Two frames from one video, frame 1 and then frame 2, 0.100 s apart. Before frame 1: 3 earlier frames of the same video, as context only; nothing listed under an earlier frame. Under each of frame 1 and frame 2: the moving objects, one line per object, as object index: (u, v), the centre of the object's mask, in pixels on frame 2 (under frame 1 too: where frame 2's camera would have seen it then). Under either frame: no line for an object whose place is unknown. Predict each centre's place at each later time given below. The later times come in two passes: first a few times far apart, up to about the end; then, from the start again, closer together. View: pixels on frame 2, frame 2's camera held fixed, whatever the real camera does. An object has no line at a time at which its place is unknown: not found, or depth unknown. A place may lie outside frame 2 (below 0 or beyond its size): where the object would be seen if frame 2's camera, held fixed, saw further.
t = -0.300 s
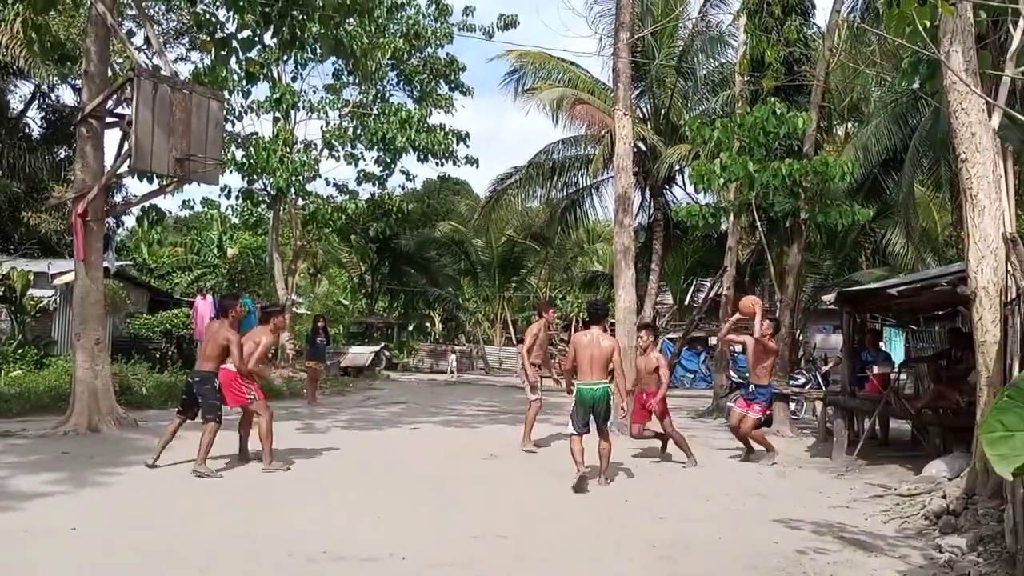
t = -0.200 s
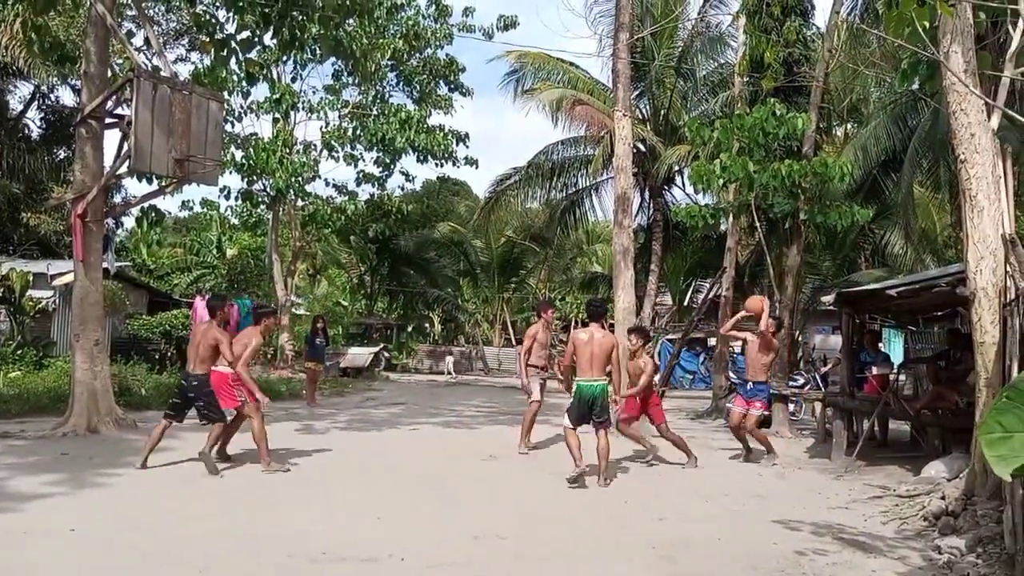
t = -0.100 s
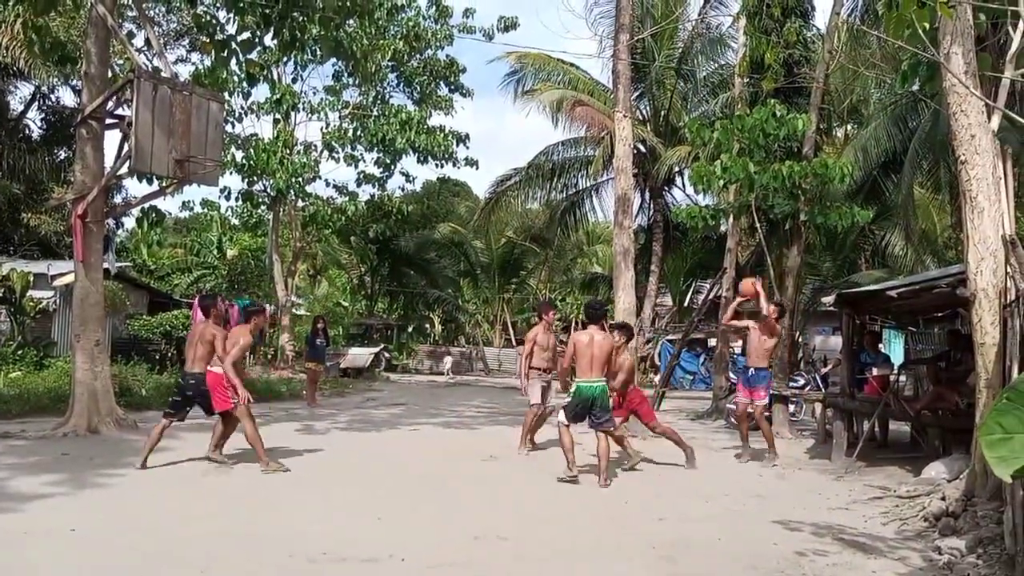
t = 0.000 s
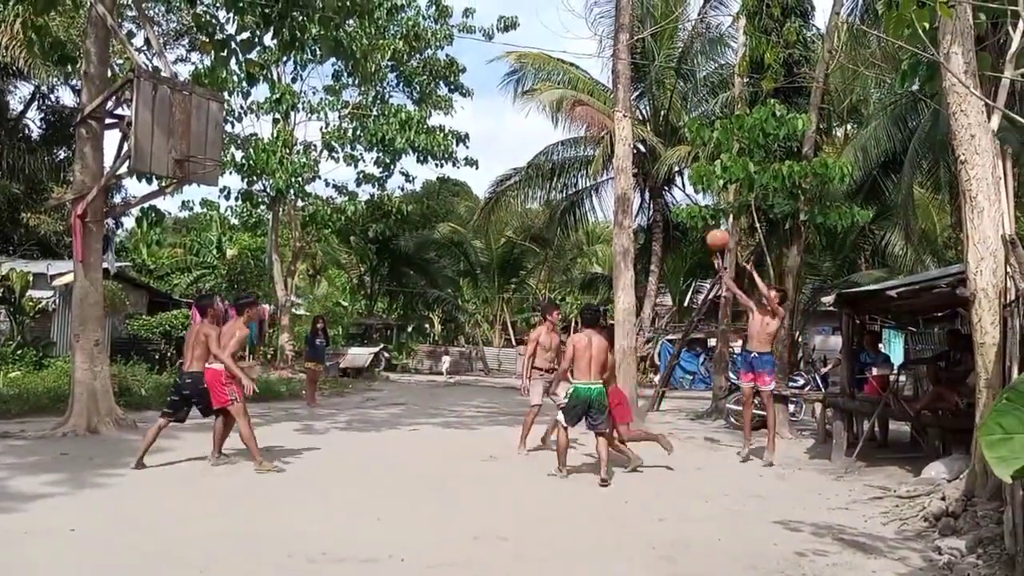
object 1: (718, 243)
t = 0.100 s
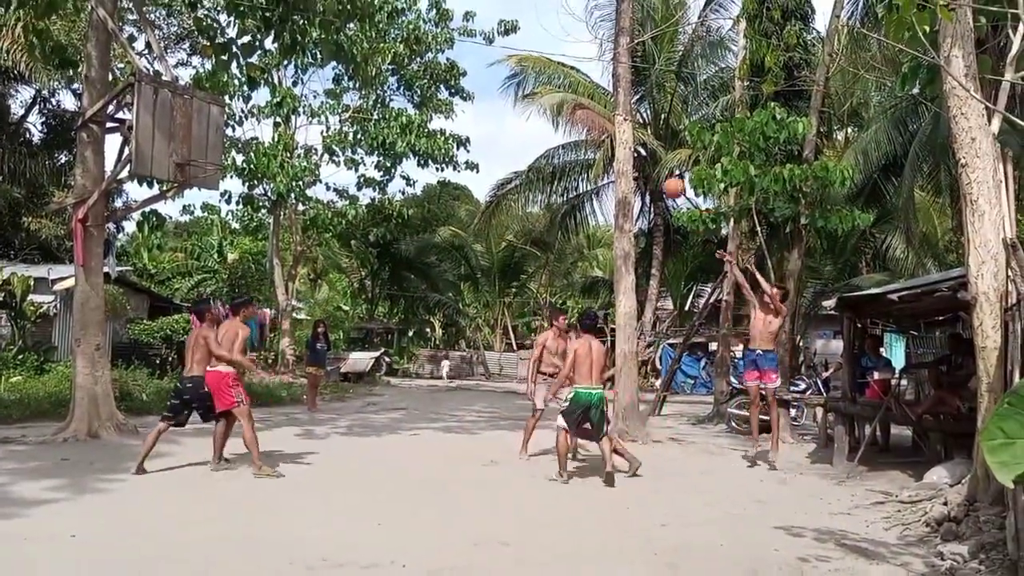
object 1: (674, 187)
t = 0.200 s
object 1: (628, 144)
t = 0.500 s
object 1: (494, 65)
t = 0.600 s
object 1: (449, 57)
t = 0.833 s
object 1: (343, 75)
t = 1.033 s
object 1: (251, 133)
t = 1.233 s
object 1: (186, 142)
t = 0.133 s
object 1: (659, 171)
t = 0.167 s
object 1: (643, 156)
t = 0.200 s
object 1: (628, 144)
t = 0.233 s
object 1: (613, 129)
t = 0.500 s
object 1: (494, 65)
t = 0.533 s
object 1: (479, 62)
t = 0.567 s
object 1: (464, 59)
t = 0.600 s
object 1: (449, 57)
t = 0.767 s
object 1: (375, 64)
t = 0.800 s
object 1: (359, 68)
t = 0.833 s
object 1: (343, 75)
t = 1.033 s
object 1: (251, 133)
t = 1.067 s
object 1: (235, 147)
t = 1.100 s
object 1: (220, 159)
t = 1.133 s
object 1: (212, 153)
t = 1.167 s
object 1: (203, 148)
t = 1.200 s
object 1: (195, 144)
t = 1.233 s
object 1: (186, 142)
